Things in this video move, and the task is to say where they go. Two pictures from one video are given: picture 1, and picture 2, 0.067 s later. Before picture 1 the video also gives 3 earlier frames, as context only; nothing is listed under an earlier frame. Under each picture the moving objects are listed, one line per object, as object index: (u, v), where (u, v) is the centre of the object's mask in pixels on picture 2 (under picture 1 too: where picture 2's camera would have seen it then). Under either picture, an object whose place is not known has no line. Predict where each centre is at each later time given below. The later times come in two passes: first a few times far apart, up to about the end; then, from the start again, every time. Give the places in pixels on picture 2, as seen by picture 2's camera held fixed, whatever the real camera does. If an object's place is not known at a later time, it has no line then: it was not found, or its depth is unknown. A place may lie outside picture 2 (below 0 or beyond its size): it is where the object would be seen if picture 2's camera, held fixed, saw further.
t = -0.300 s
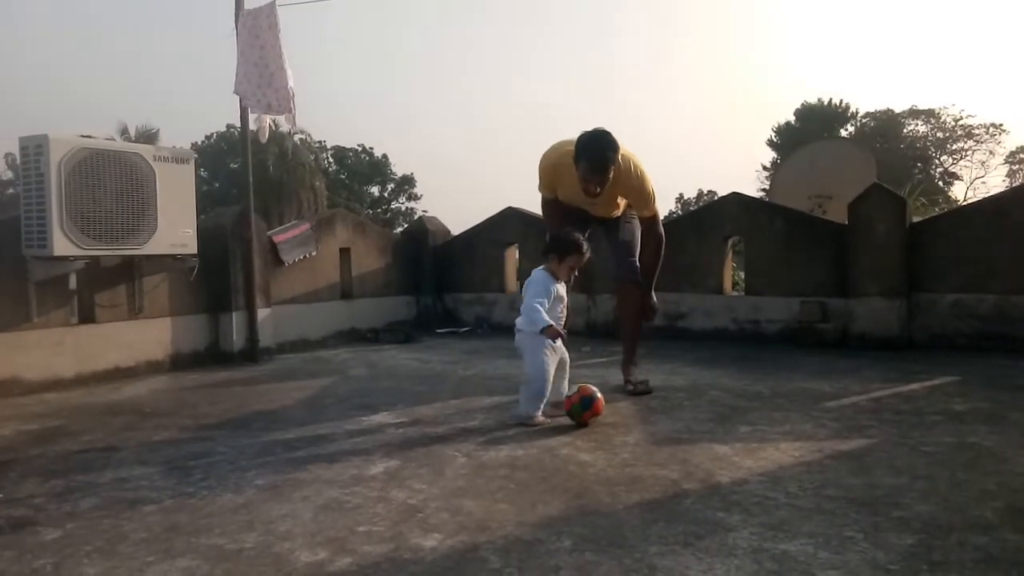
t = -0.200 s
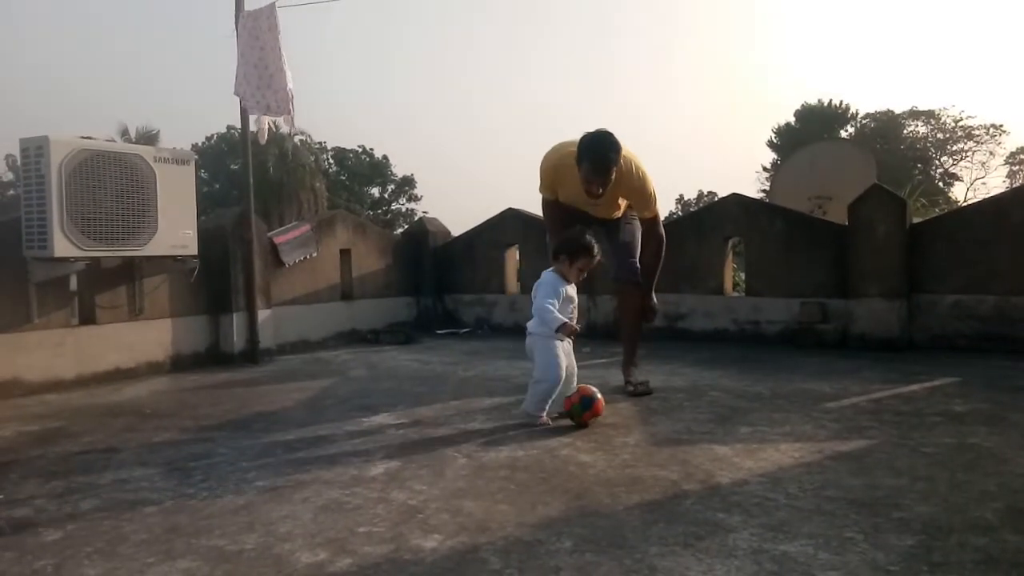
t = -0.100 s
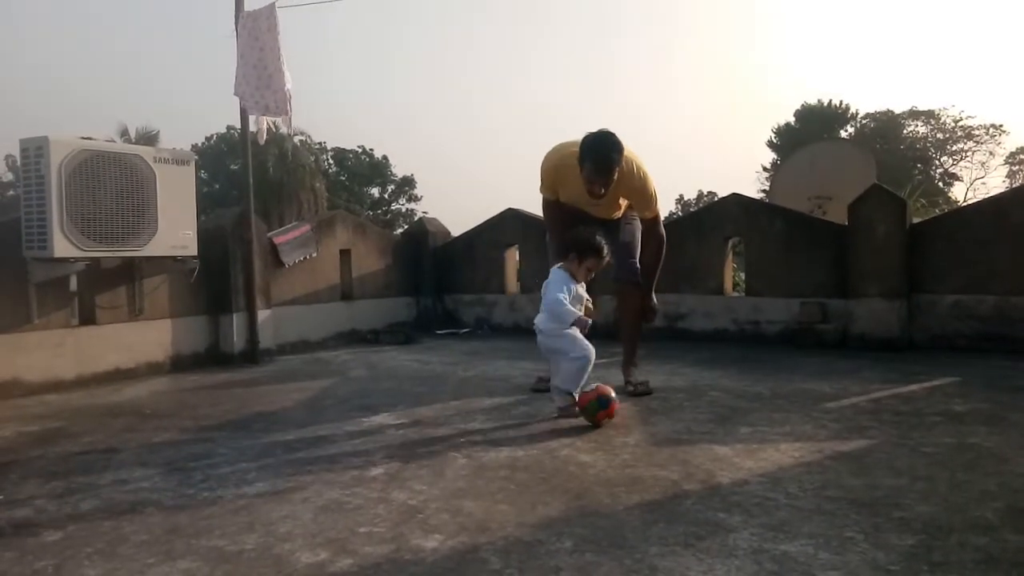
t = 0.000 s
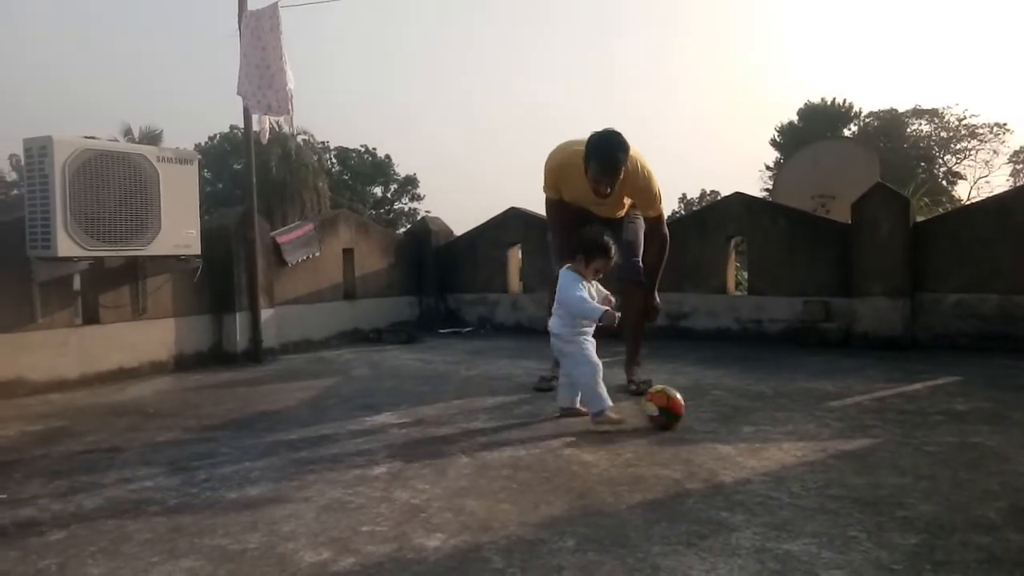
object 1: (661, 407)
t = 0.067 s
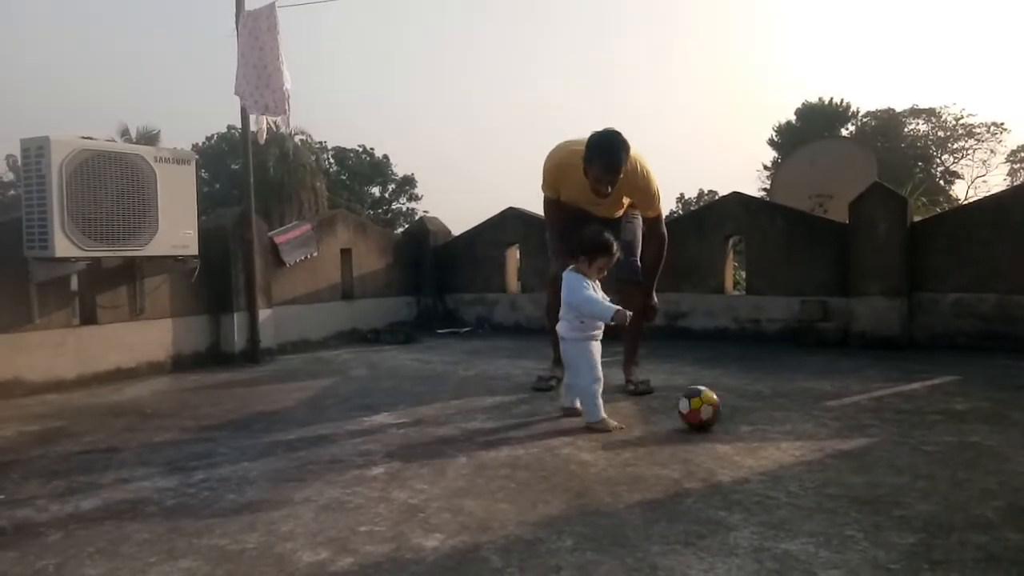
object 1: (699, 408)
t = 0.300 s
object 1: (837, 414)
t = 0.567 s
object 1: (1008, 418)
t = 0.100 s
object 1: (718, 408)
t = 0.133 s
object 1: (737, 409)
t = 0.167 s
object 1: (756, 410)
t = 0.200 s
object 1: (776, 411)
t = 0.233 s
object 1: (795, 412)
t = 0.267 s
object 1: (816, 413)
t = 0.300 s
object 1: (837, 414)
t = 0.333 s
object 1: (857, 415)
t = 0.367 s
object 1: (878, 416)
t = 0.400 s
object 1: (898, 416)
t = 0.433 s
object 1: (920, 416)
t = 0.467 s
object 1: (941, 418)
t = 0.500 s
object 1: (964, 416)
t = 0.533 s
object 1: (986, 418)
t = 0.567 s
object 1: (1008, 418)
